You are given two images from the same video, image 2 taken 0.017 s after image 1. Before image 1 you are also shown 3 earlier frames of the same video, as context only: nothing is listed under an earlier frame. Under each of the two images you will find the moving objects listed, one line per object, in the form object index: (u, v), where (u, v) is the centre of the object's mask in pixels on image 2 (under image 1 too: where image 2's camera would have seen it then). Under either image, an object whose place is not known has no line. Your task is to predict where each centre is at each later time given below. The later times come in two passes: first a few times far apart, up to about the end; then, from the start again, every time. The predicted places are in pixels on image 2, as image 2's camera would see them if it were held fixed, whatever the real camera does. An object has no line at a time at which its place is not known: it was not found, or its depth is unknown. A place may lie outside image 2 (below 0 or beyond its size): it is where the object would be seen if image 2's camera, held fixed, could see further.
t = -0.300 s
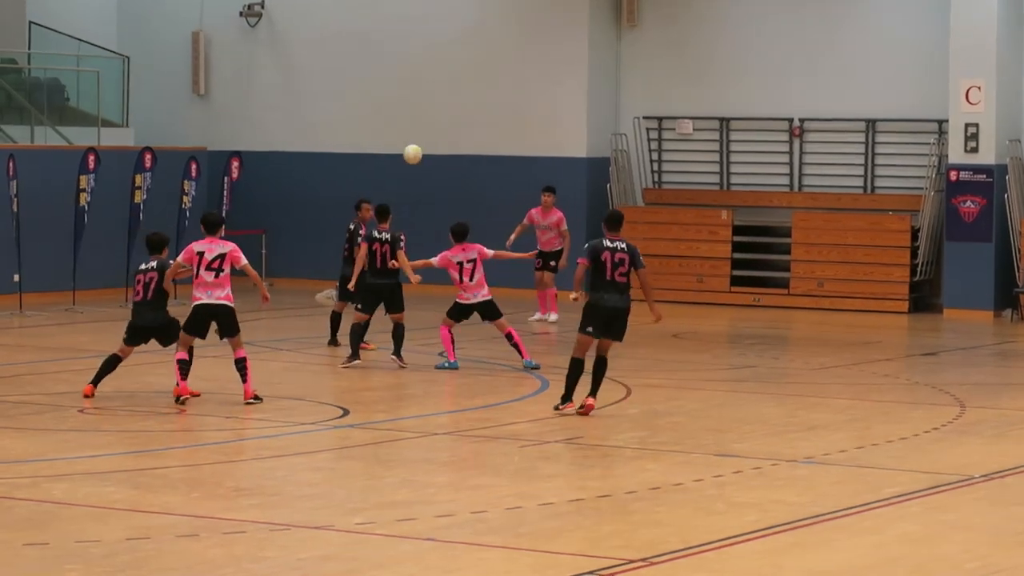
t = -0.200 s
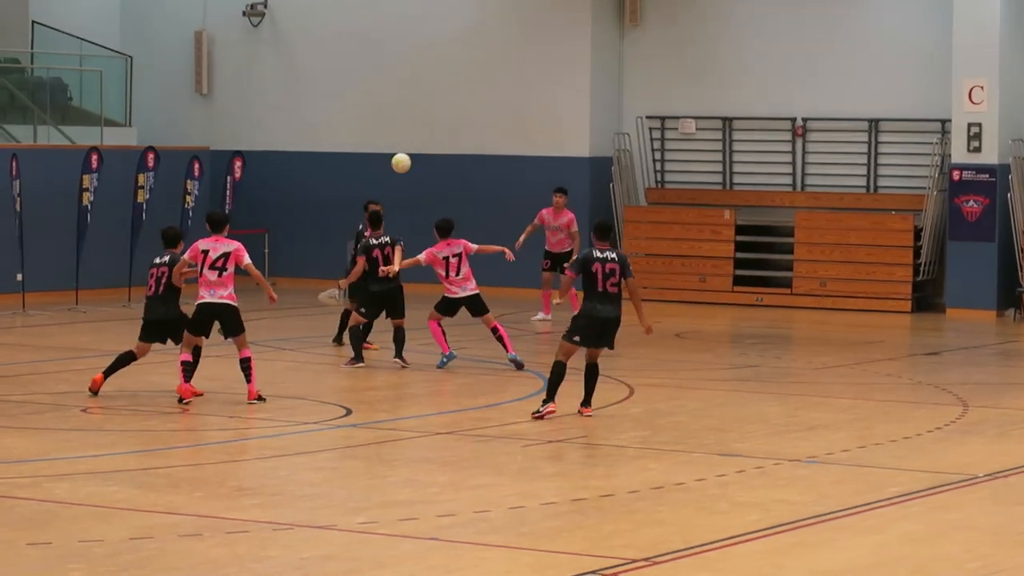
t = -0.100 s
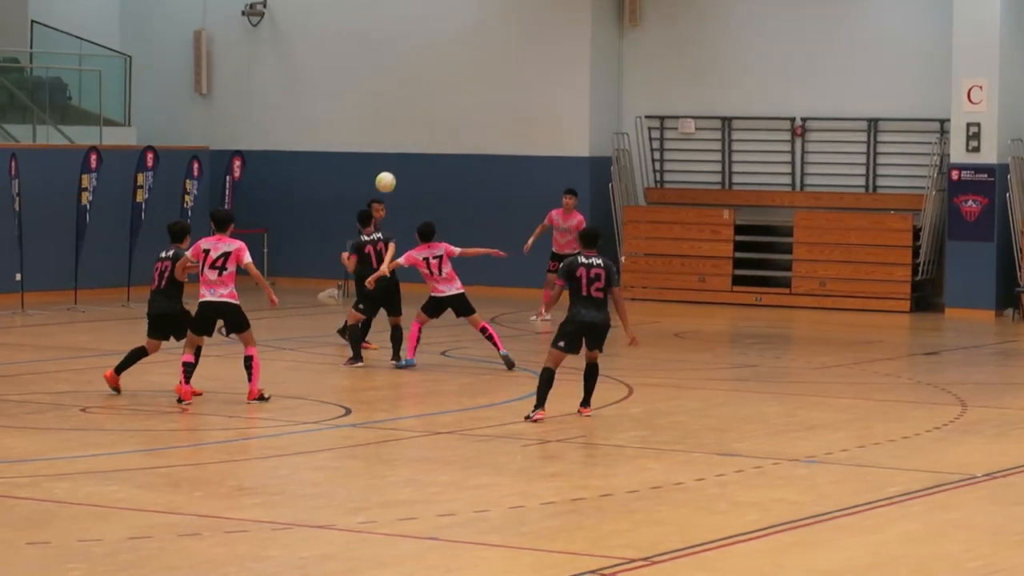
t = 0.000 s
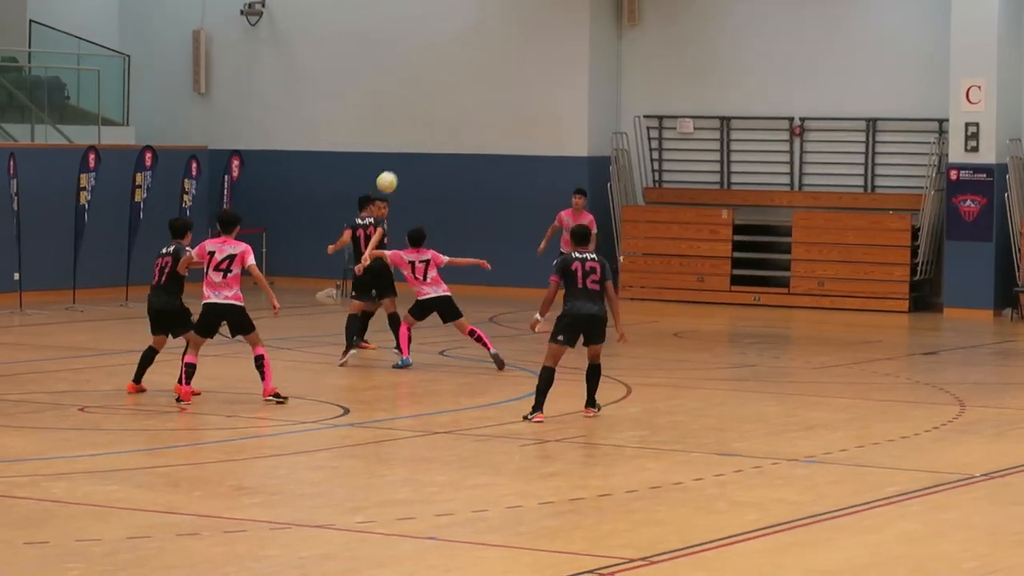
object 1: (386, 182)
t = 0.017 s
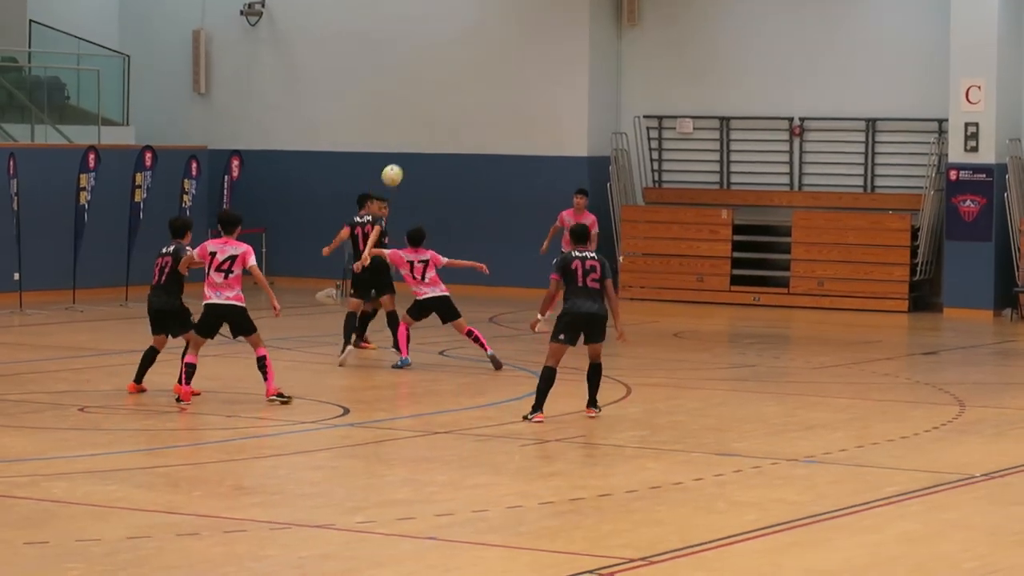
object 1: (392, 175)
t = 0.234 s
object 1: (466, 102)
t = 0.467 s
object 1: (548, 78)
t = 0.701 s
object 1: (630, 109)
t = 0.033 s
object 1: (397, 168)
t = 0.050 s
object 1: (403, 161)
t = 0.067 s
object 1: (409, 154)
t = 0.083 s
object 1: (415, 148)
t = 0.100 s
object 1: (420, 142)
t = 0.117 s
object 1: (426, 135)
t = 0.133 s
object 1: (432, 130)
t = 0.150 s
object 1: (437, 125)
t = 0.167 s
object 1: (443, 120)
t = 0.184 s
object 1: (449, 115)
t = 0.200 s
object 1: (455, 111)
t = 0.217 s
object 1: (460, 107)
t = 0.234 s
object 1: (466, 102)
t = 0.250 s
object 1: (472, 99)
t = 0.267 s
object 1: (478, 96)
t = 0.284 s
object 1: (483, 93)
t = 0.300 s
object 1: (489, 90)
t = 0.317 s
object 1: (495, 88)
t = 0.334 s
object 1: (501, 85)
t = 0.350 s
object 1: (506, 83)
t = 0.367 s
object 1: (512, 81)
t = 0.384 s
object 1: (519, 80)
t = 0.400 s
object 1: (524, 79)
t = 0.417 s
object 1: (530, 78)
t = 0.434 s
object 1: (536, 78)
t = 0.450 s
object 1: (542, 77)
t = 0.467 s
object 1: (548, 78)
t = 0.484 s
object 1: (553, 78)
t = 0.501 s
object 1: (559, 78)
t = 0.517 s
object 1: (565, 79)
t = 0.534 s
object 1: (571, 80)
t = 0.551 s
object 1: (577, 82)
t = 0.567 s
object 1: (583, 84)
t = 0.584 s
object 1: (589, 86)
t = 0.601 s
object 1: (595, 88)
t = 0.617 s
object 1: (601, 91)
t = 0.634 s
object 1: (606, 93)
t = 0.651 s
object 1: (613, 97)
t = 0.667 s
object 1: (619, 101)
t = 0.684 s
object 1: (624, 105)
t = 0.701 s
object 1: (630, 109)
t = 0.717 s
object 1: (636, 114)
